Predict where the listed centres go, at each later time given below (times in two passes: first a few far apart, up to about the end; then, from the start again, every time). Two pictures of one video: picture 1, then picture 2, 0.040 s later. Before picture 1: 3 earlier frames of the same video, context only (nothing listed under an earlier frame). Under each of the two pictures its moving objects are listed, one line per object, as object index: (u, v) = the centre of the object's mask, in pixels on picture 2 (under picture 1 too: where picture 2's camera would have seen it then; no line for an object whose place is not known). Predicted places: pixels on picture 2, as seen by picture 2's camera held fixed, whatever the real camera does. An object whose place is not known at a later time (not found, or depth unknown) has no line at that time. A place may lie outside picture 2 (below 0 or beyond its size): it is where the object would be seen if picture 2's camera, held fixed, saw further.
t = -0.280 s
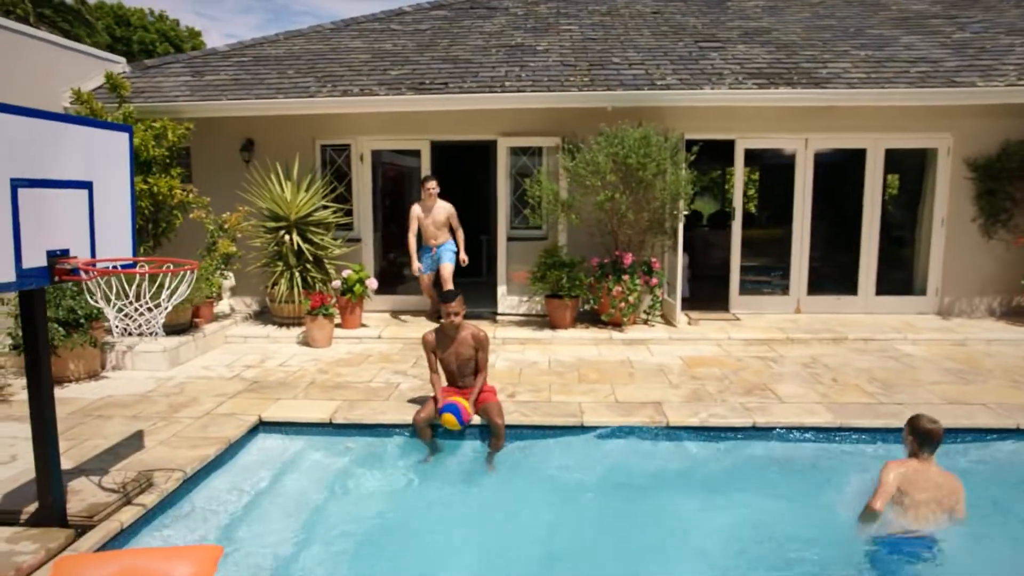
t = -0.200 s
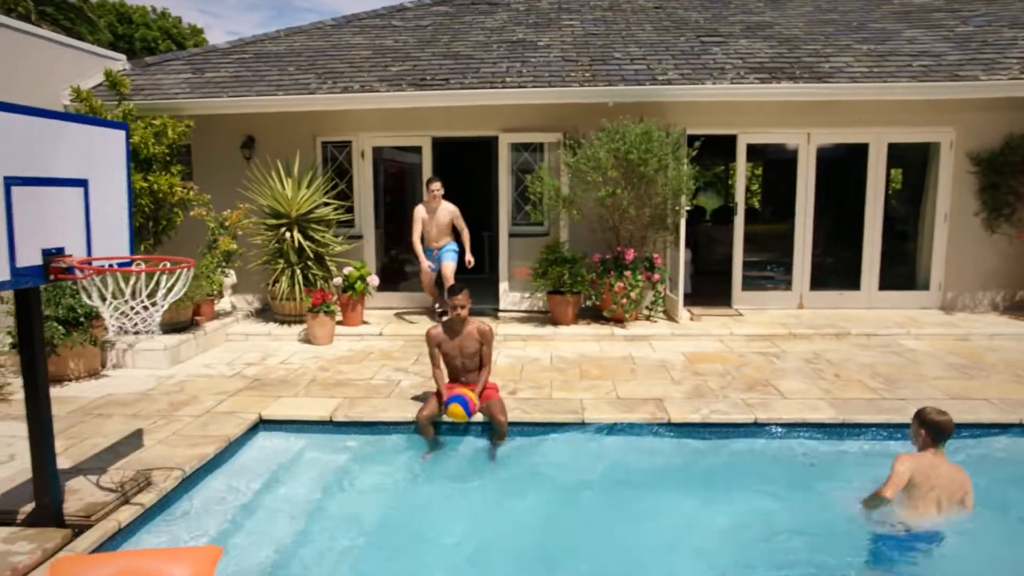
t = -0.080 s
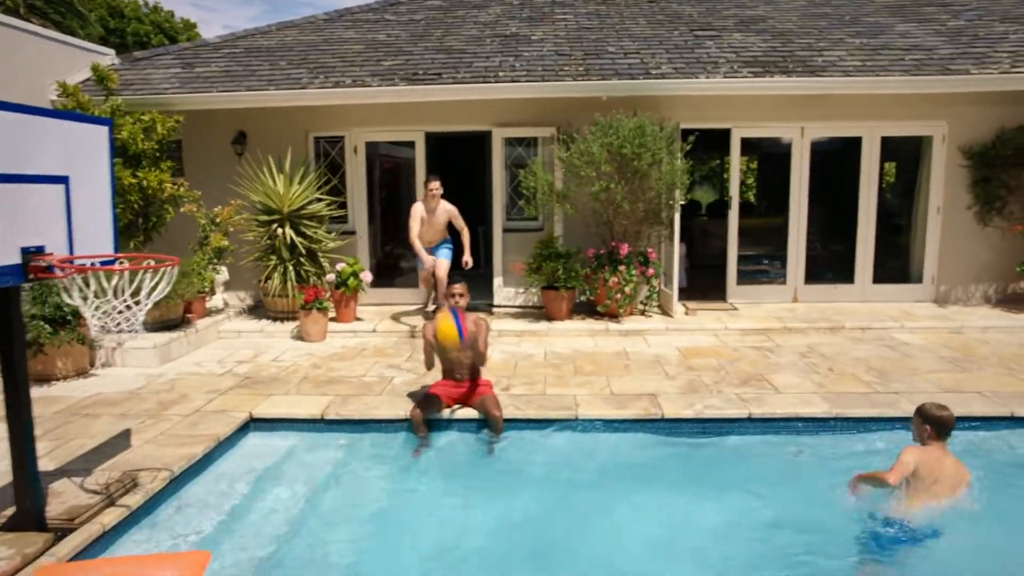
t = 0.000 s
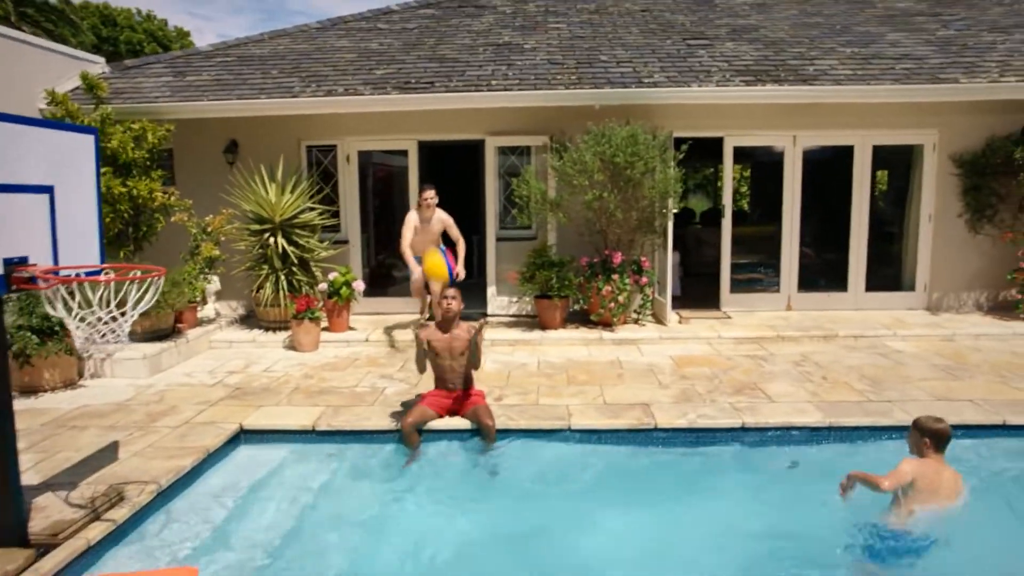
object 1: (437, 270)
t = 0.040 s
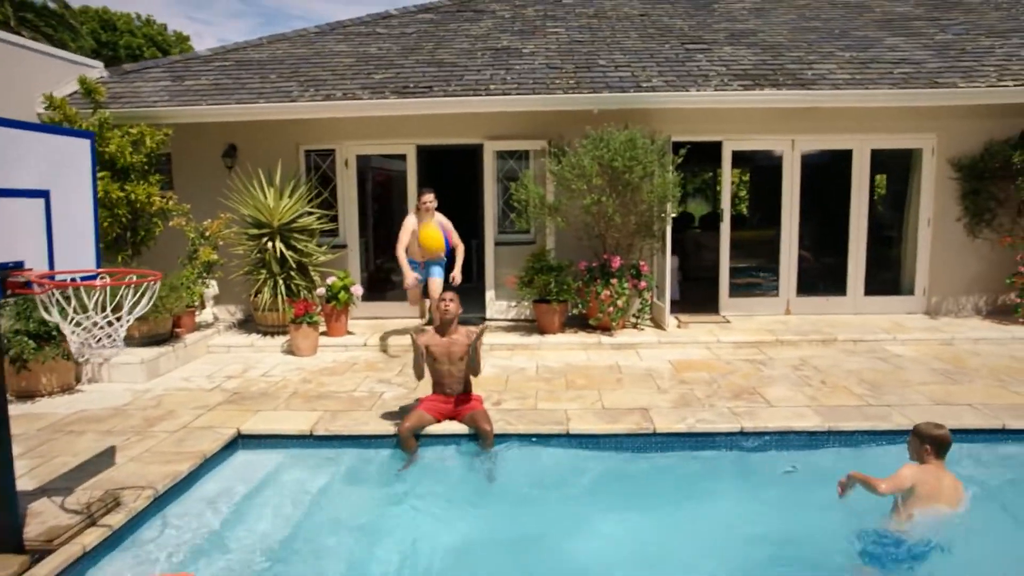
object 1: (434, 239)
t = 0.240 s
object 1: (423, 109)
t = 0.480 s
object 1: (413, 40)
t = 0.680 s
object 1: (410, 51)
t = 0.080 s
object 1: (433, 205)
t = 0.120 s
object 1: (431, 179)
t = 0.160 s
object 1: (428, 157)
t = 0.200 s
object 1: (426, 134)
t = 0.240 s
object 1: (423, 109)
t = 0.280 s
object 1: (421, 91)
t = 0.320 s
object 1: (418, 77)
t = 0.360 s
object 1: (417, 64)
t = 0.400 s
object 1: (415, 53)
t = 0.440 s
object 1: (414, 46)
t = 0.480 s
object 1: (413, 40)
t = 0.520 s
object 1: (411, 37)
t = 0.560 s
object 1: (410, 37)
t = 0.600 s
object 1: (409, 39)
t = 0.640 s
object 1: (409, 44)
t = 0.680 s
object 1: (410, 51)
